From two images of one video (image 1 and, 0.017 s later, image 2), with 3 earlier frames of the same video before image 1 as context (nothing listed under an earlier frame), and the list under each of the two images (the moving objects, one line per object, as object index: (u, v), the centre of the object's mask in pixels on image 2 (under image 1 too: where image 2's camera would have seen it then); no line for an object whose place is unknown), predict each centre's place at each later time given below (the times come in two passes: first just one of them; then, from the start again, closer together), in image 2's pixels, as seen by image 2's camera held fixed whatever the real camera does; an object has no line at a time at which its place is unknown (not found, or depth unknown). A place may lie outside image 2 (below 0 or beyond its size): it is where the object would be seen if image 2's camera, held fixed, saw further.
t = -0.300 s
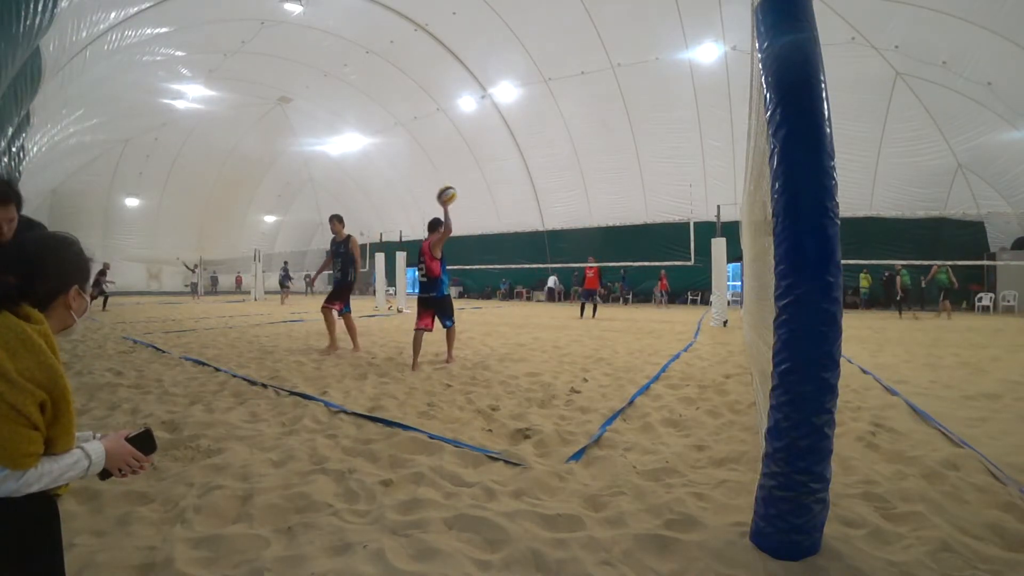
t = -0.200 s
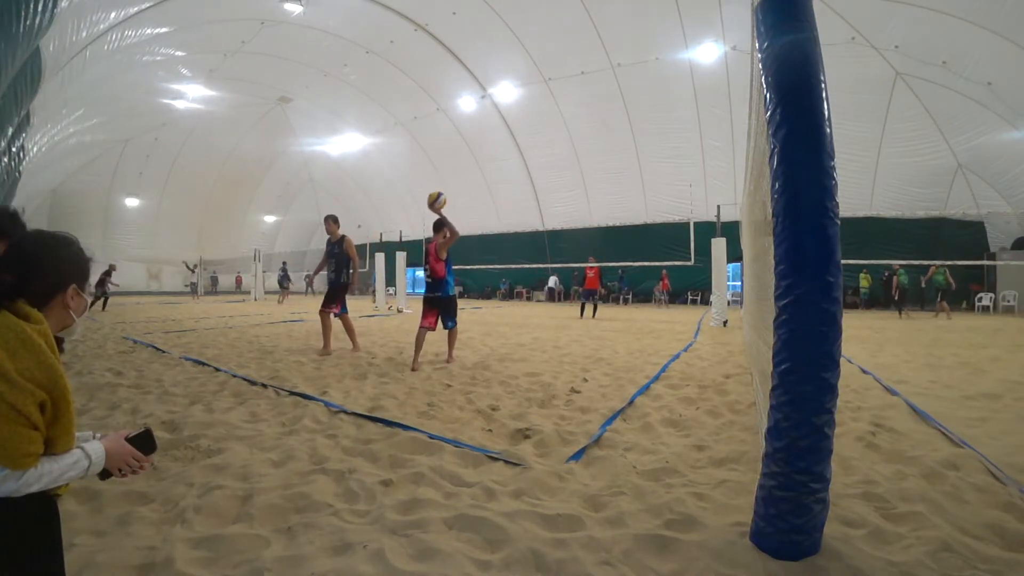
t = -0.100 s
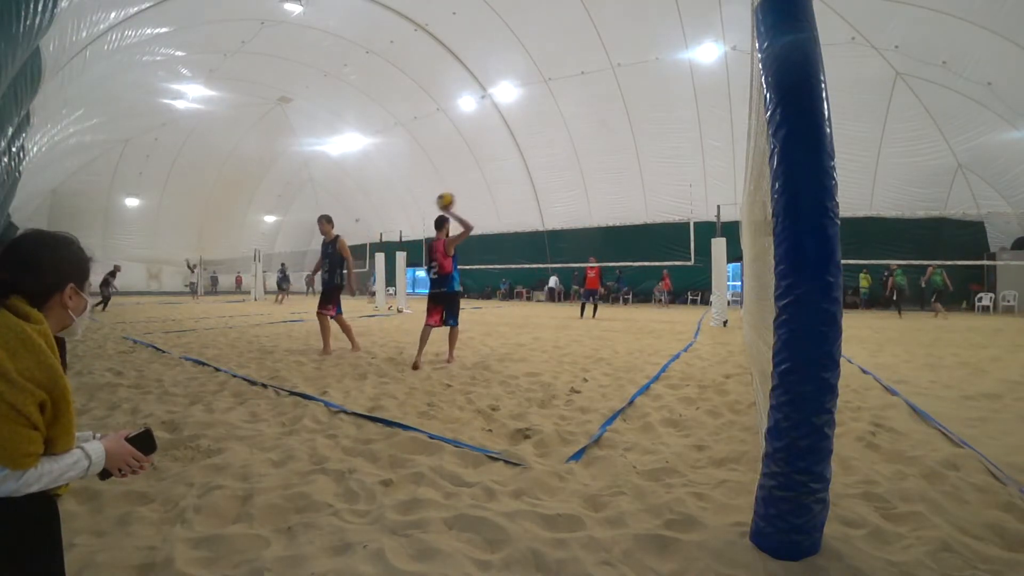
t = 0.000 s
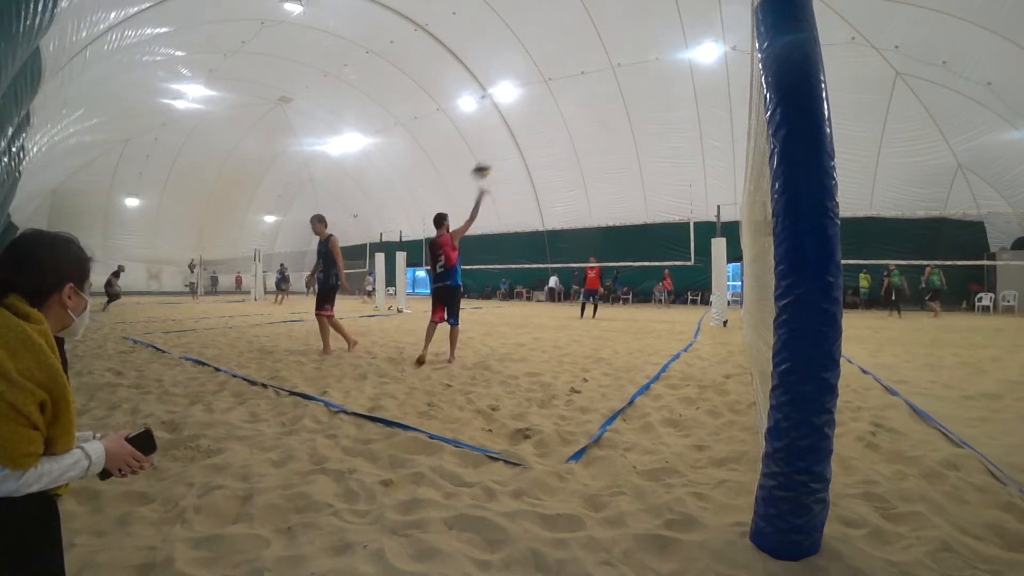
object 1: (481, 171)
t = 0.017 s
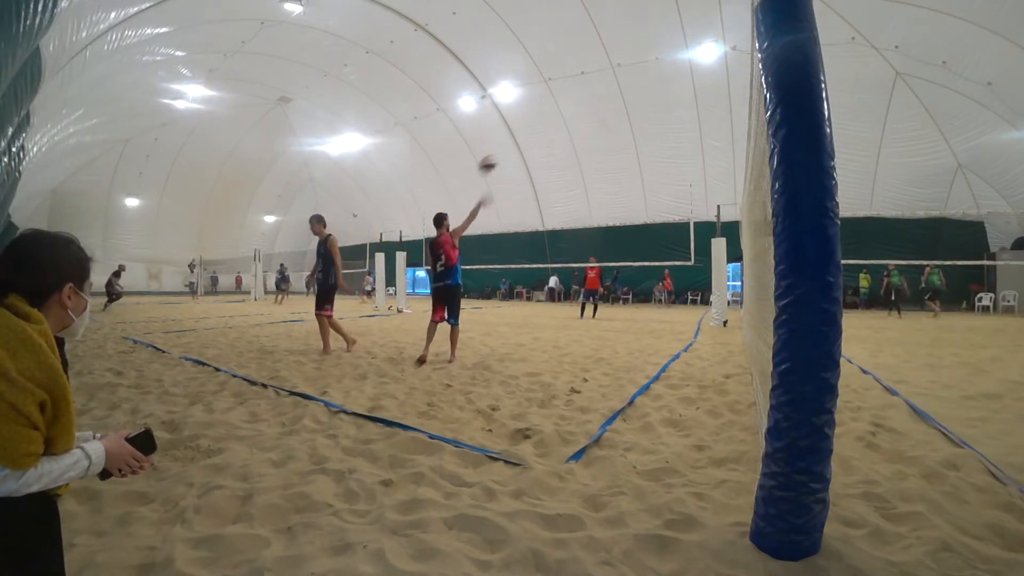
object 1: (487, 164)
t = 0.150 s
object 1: (525, 138)
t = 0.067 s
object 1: (503, 152)
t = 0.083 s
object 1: (508, 149)
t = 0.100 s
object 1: (512, 146)
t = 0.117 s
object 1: (517, 143)
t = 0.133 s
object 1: (521, 140)
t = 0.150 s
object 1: (525, 138)
